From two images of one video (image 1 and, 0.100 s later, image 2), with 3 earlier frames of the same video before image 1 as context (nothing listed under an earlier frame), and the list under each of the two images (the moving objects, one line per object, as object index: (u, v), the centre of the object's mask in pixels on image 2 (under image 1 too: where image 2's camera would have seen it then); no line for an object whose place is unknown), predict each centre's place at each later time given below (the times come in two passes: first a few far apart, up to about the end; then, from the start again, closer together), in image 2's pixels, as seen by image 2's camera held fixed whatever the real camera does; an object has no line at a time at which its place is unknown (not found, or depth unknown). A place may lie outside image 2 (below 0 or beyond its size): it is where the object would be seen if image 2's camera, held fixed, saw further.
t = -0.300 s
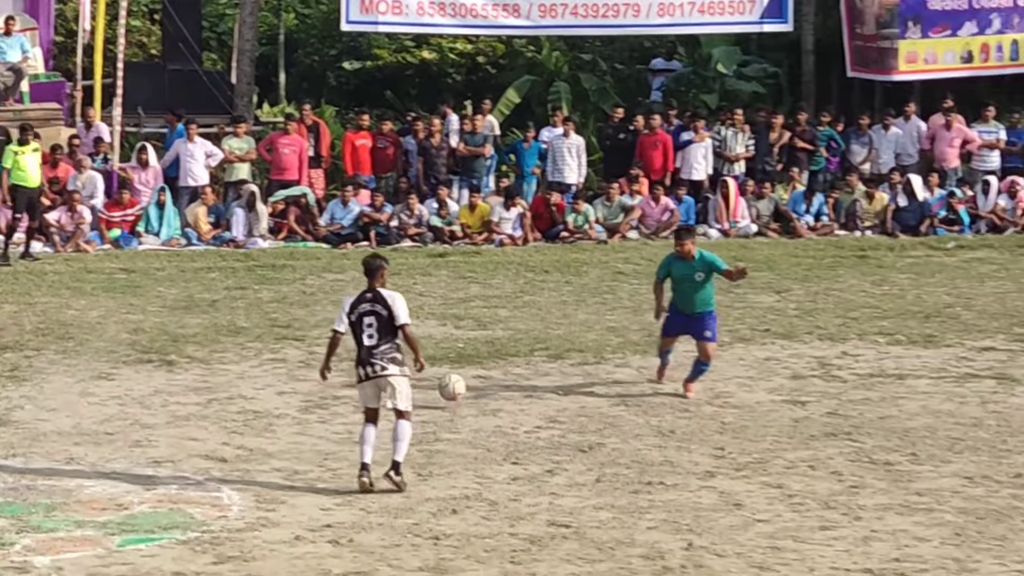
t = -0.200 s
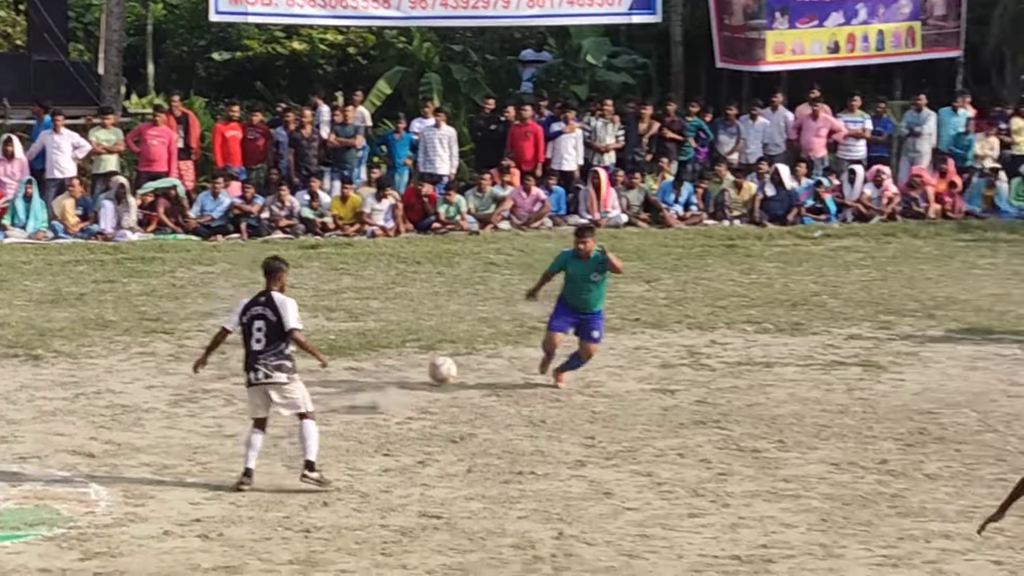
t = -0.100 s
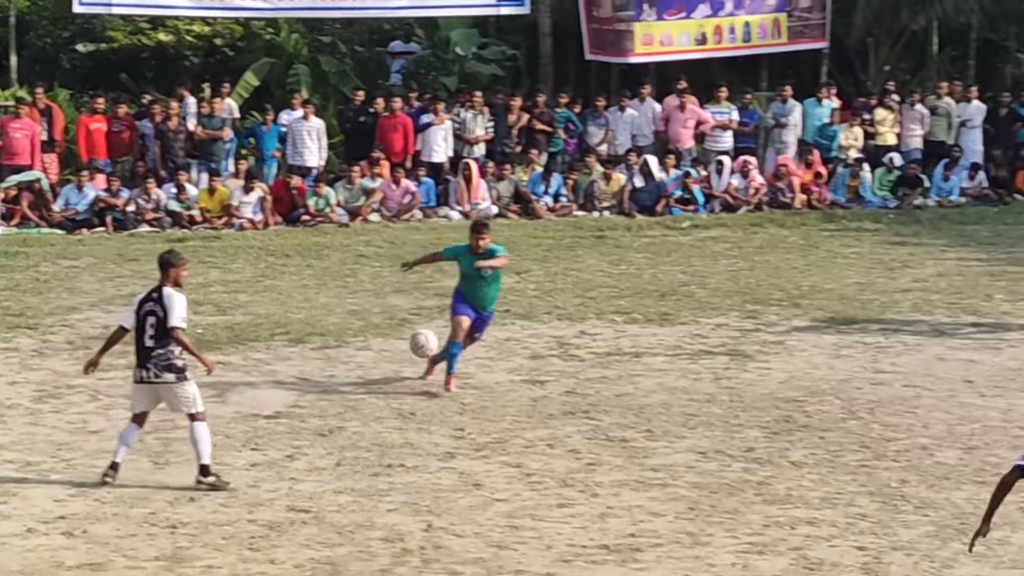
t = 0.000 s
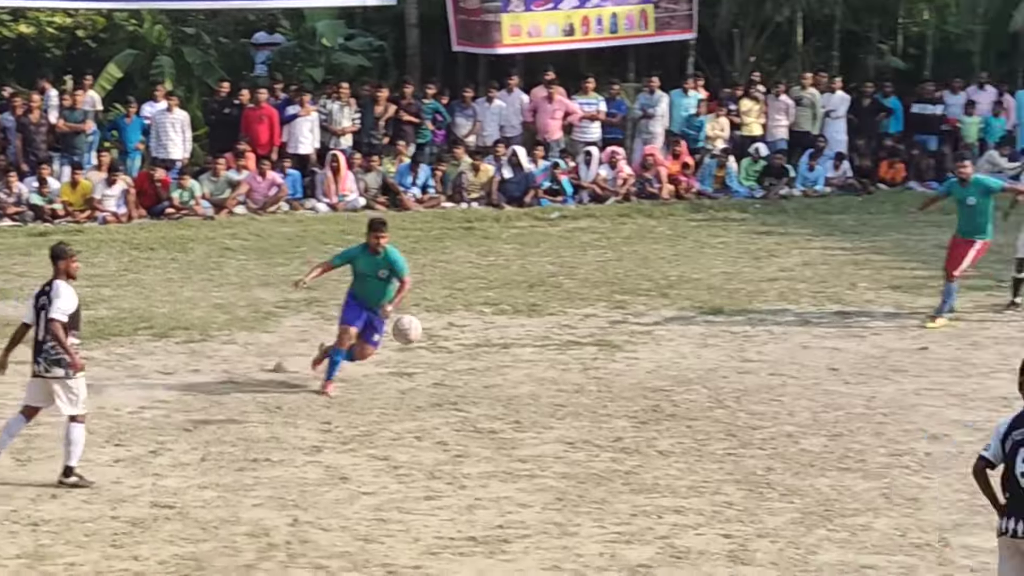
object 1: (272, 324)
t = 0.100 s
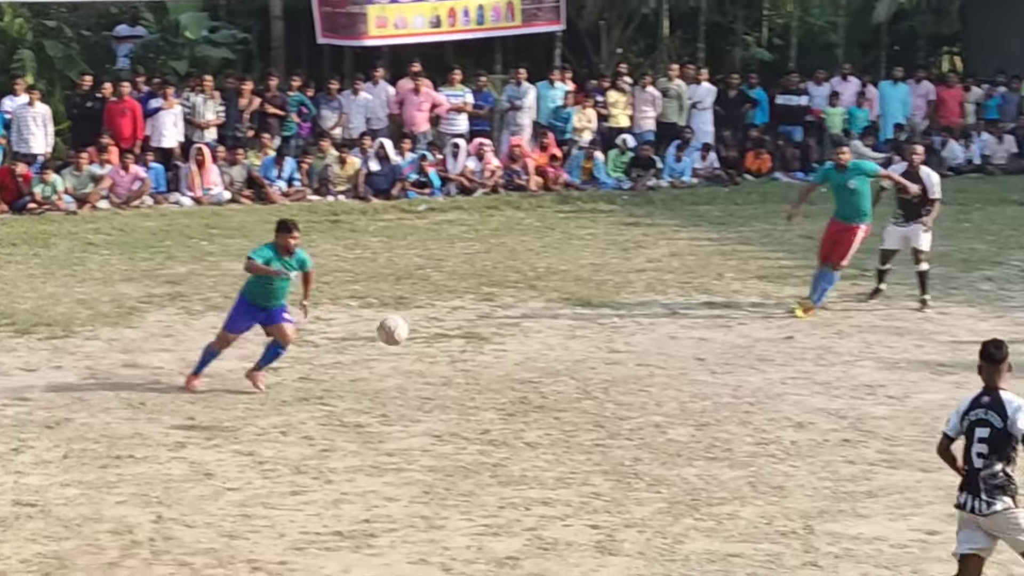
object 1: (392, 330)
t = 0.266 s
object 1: (592, 377)
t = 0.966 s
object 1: (1446, 482)
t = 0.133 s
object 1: (432, 336)
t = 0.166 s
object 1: (471, 344)
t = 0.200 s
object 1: (511, 353)
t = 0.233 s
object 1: (551, 364)
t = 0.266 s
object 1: (592, 377)
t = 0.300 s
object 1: (632, 391)
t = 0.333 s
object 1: (672, 407)
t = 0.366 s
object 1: (713, 423)
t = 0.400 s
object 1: (753, 440)
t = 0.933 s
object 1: (1402, 465)
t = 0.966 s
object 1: (1446, 482)
